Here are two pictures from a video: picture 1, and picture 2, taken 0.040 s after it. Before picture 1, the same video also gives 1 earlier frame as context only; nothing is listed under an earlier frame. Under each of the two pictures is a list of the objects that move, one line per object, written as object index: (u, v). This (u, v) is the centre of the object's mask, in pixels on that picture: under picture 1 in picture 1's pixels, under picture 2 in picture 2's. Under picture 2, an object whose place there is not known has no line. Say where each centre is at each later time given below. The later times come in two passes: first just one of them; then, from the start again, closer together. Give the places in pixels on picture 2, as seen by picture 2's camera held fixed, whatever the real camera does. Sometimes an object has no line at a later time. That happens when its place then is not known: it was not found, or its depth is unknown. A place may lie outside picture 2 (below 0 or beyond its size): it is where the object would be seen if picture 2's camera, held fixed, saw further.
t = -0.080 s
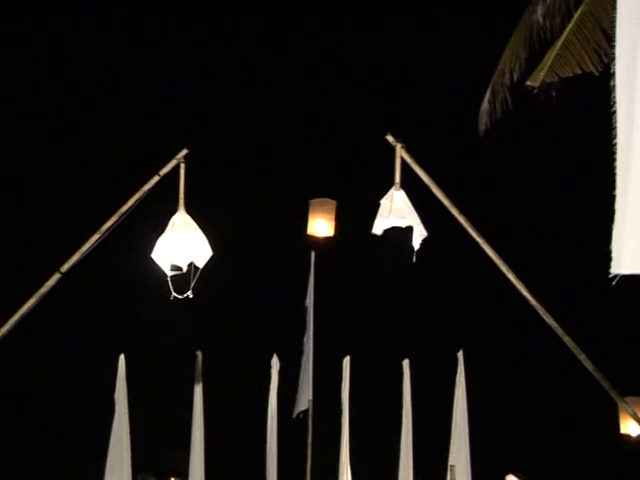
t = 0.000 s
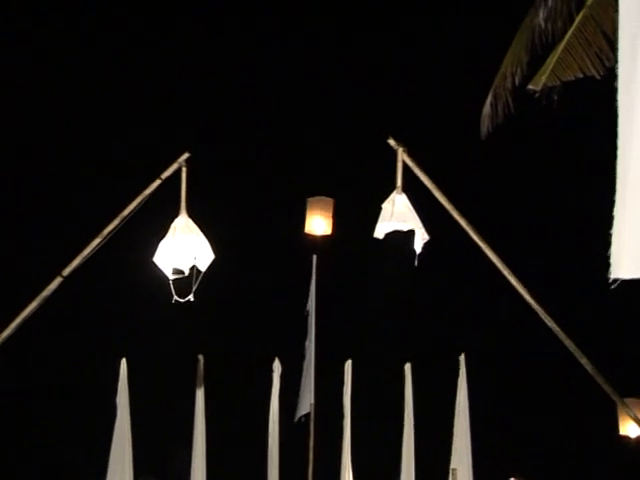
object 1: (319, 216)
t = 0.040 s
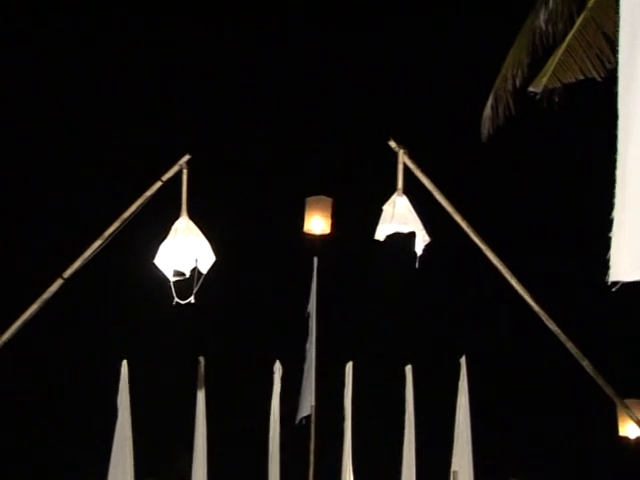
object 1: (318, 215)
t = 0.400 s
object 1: (298, 190)
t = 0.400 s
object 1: (298, 190)
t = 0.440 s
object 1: (296, 187)
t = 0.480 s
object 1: (294, 184)
